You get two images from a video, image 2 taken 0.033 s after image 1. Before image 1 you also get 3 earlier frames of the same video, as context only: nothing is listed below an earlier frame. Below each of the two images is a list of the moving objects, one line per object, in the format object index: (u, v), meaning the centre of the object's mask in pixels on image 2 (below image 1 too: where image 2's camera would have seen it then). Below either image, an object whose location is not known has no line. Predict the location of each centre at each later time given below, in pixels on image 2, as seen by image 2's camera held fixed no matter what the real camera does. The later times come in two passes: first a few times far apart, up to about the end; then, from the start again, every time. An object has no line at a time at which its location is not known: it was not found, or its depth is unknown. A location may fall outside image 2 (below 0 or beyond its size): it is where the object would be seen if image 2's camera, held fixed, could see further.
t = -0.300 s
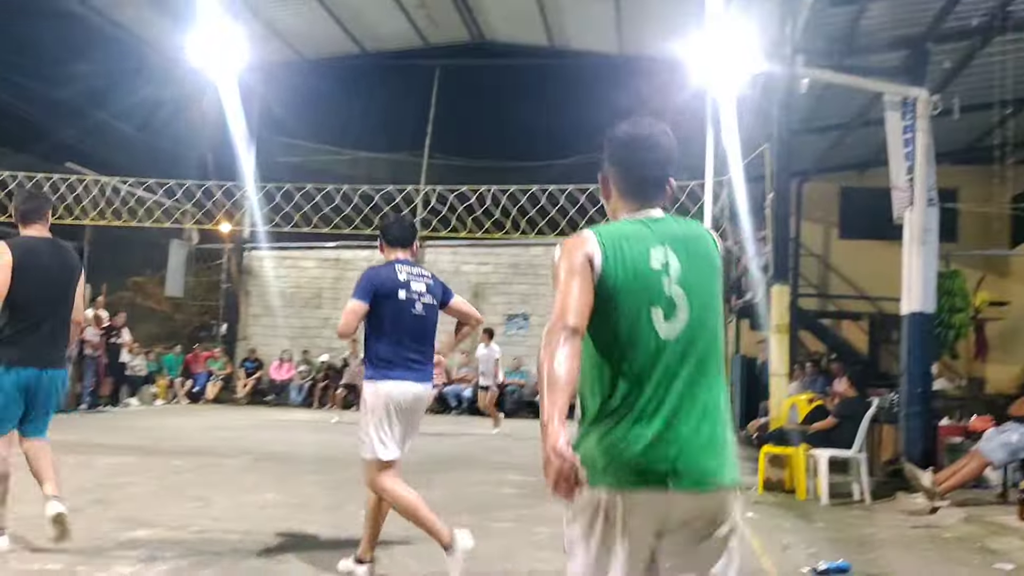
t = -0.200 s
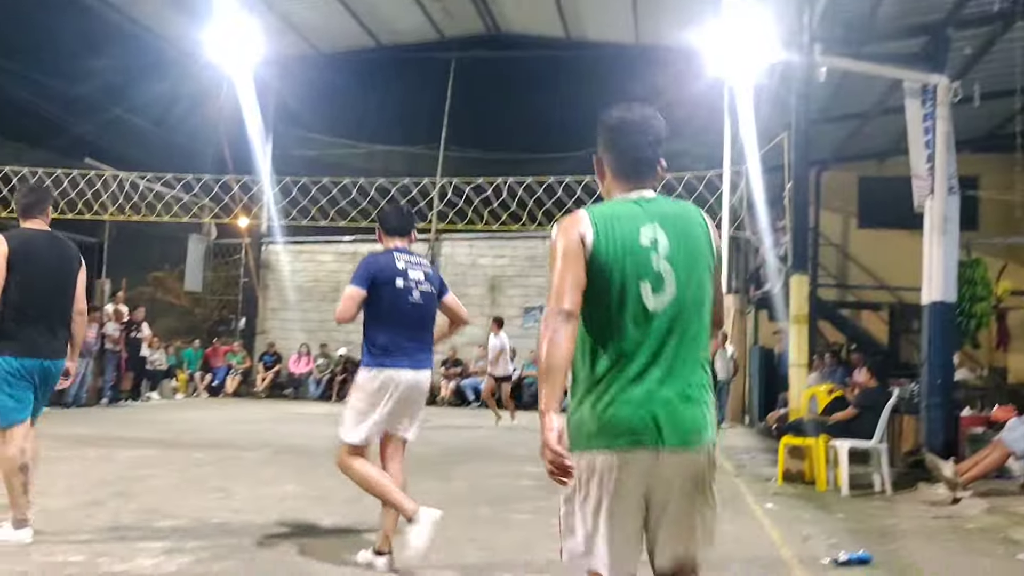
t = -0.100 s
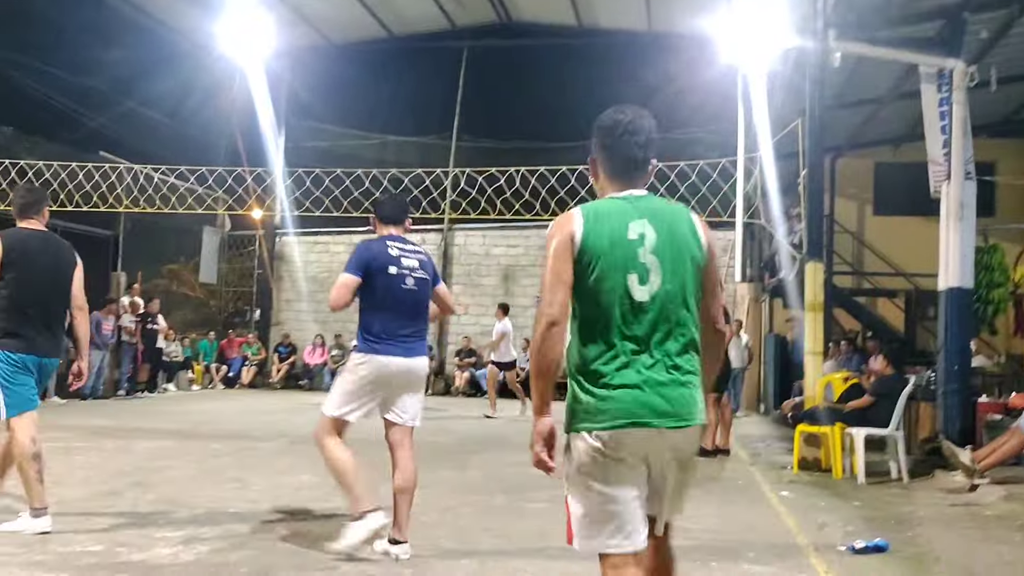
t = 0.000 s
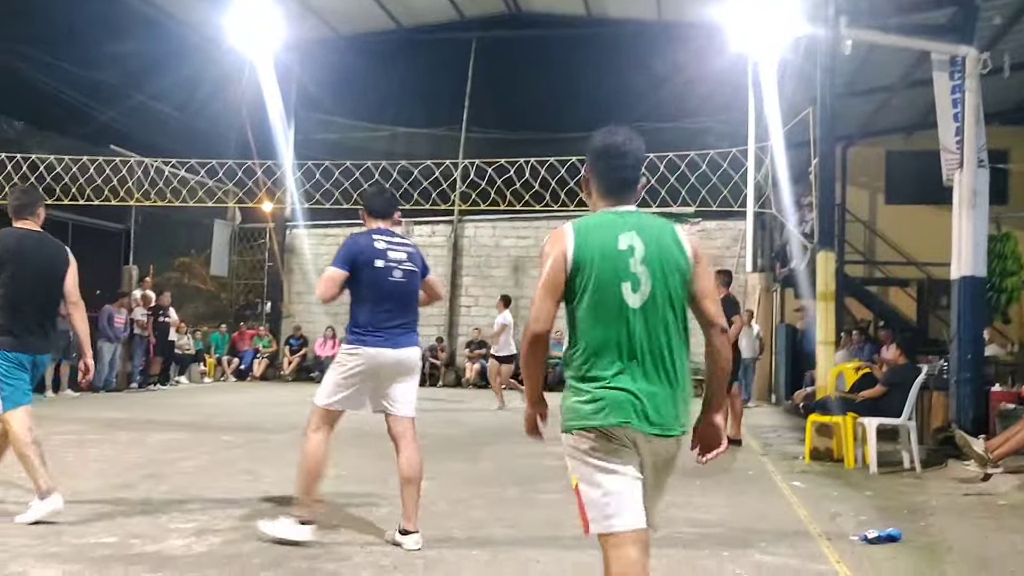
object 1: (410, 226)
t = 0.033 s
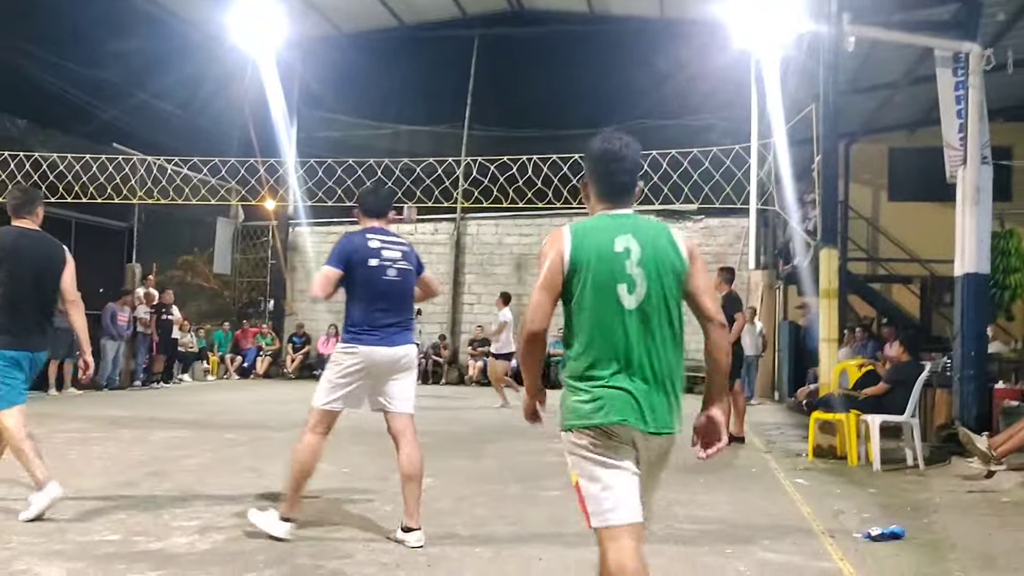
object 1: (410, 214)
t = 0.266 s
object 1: (407, 136)
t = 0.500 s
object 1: (404, 88)
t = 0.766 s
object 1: (399, 76)
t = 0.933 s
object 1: (394, 92)
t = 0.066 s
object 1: (409, 201)
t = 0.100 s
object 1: (409, 189)
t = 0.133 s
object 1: (409, 175)
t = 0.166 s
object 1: (408, 166)
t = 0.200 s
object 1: (408, 153)
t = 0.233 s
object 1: (408, 145)
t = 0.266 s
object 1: (407, 136)
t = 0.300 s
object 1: (407, 127)
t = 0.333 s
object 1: (406, 119)
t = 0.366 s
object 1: (406, 112)
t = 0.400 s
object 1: (406, 105)
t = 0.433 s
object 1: (405, 99)
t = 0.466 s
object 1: (405, 93)
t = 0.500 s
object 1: (404, 88)
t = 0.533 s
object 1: (404, 83)
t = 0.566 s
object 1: (403, 80)
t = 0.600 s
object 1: (403, 78)
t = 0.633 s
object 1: (402, 76)
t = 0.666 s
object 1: (401, 75)
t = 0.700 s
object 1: (400, 74)
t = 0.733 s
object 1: (399, 74)
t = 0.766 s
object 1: (399, 76)
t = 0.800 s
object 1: (398, 77)
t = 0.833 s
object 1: (397, 79)
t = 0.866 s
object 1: (396, 83)
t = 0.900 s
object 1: (395, 87)
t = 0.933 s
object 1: (394, 92)
